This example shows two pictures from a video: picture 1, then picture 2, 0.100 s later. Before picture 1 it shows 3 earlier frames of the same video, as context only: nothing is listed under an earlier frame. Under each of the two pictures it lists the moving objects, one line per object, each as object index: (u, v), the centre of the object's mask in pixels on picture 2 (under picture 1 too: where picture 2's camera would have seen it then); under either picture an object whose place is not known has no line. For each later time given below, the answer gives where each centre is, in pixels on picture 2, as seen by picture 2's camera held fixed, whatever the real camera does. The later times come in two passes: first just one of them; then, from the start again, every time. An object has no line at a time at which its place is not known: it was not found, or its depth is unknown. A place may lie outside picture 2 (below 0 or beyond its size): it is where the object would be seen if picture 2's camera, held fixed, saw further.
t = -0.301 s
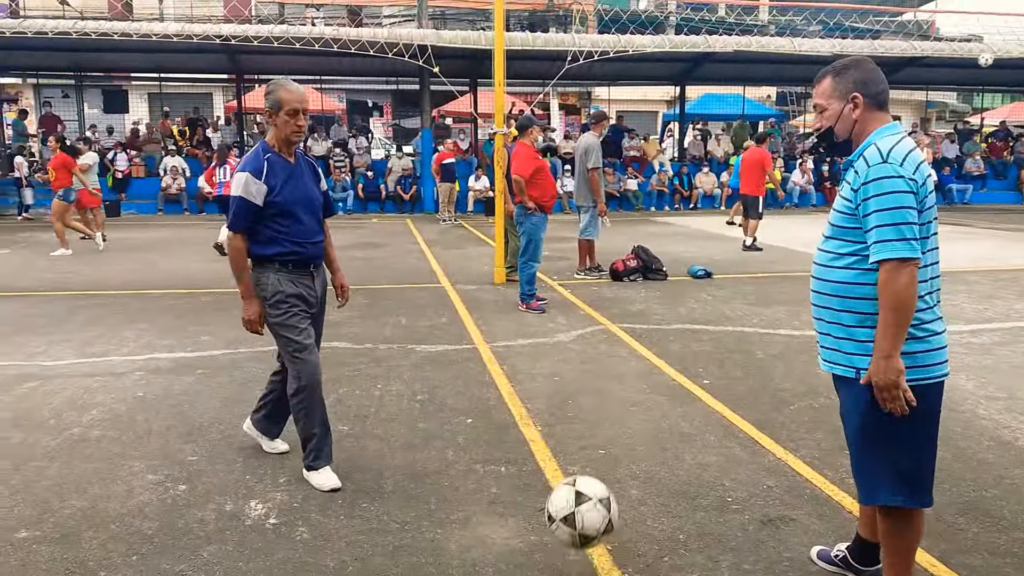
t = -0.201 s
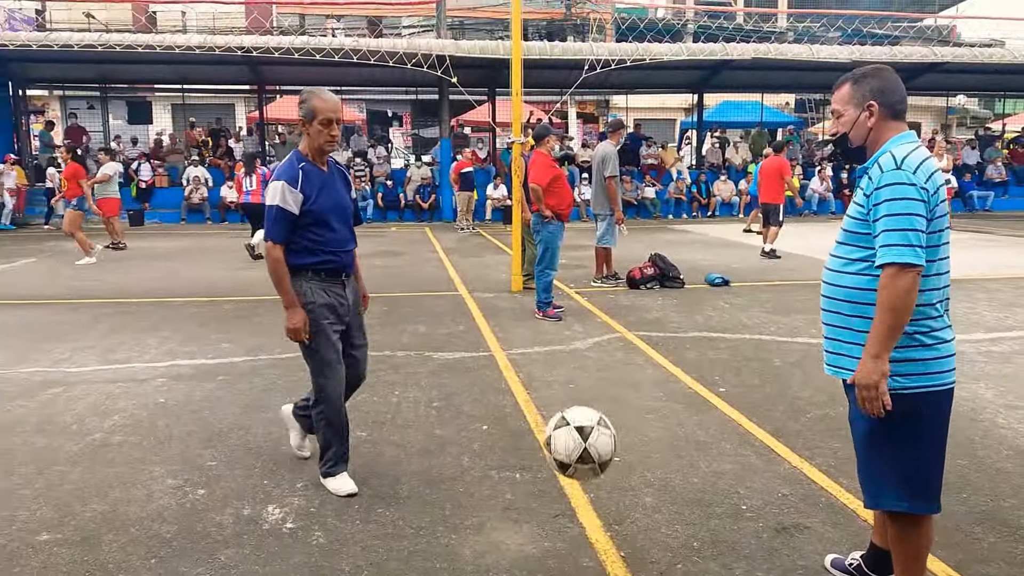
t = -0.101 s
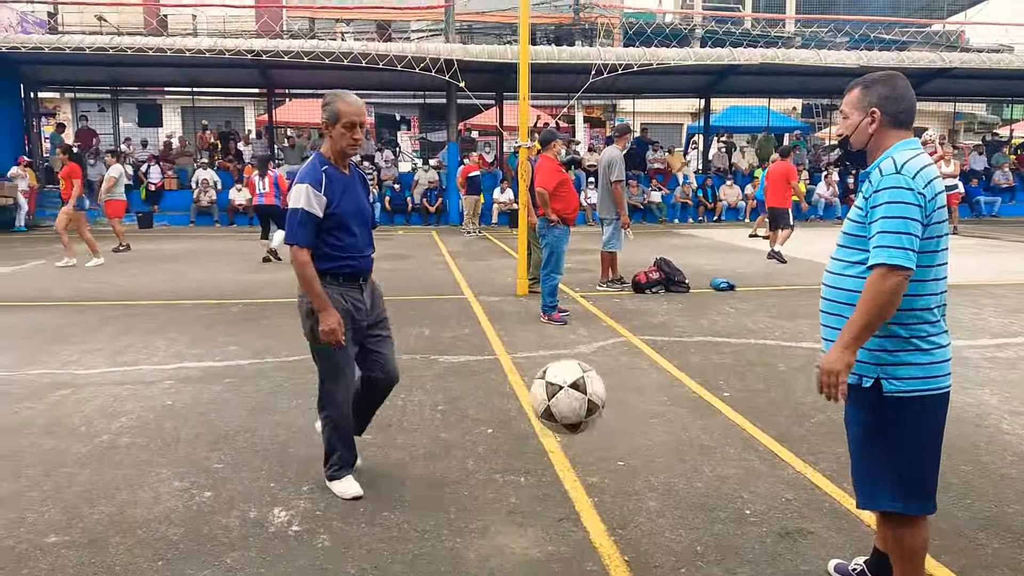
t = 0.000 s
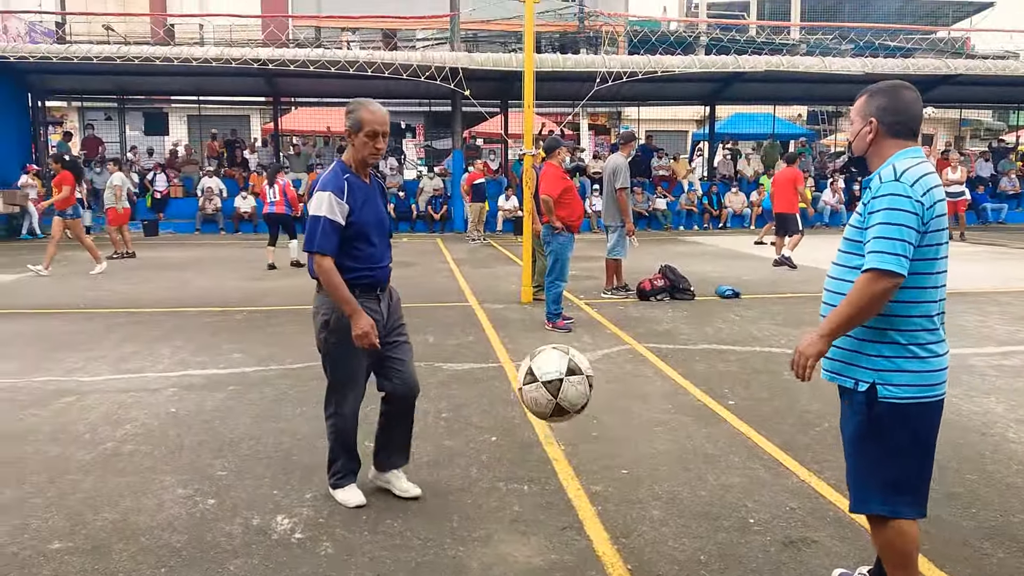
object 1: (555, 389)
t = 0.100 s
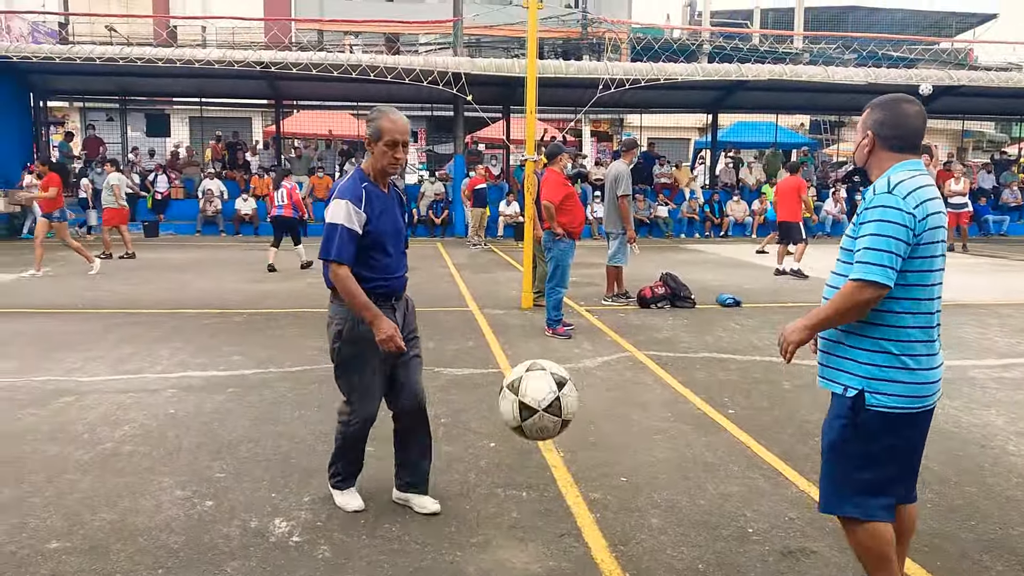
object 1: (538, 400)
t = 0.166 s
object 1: (525, 426)
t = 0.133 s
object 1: (532, 411)
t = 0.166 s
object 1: (525, 426)
